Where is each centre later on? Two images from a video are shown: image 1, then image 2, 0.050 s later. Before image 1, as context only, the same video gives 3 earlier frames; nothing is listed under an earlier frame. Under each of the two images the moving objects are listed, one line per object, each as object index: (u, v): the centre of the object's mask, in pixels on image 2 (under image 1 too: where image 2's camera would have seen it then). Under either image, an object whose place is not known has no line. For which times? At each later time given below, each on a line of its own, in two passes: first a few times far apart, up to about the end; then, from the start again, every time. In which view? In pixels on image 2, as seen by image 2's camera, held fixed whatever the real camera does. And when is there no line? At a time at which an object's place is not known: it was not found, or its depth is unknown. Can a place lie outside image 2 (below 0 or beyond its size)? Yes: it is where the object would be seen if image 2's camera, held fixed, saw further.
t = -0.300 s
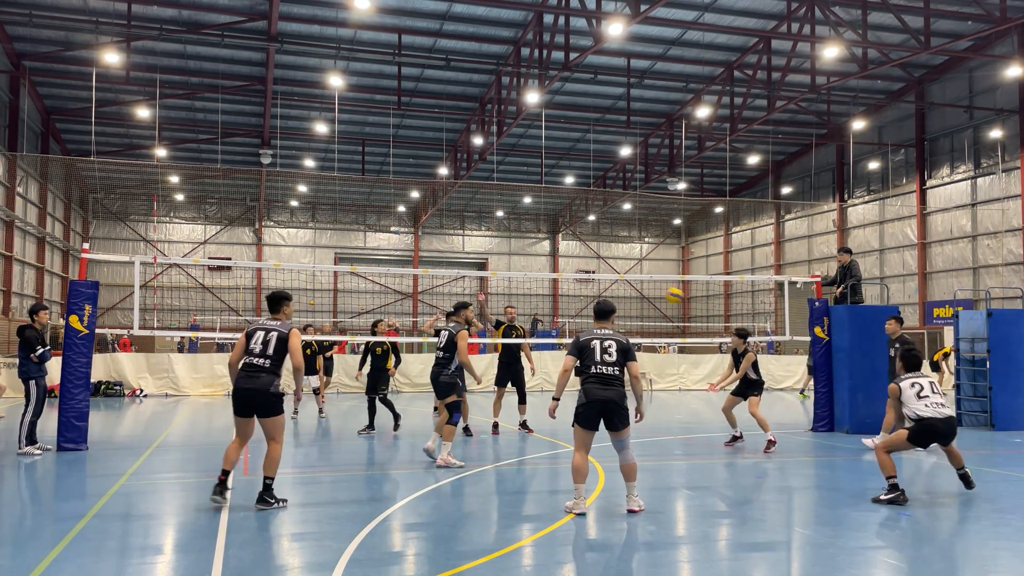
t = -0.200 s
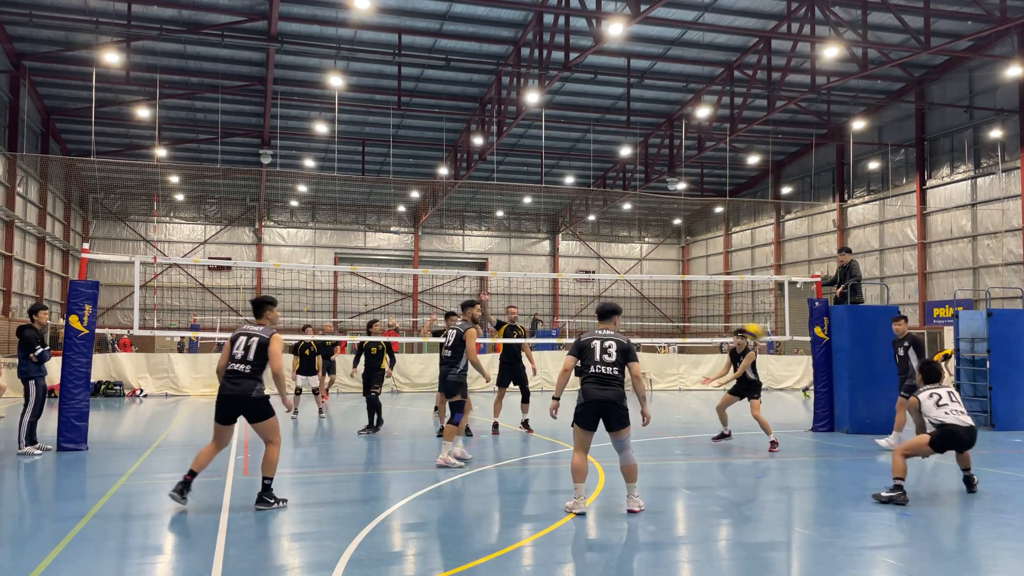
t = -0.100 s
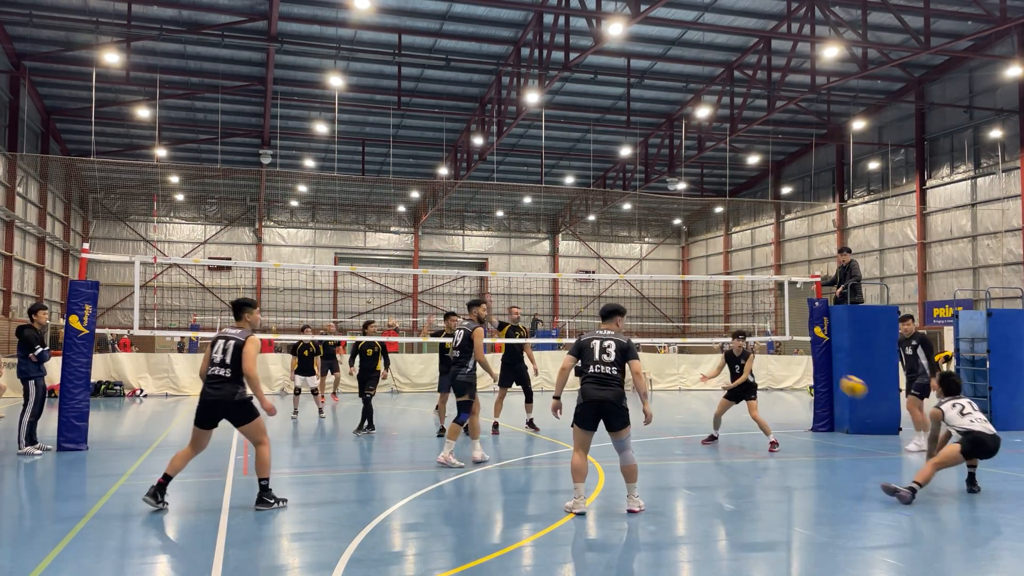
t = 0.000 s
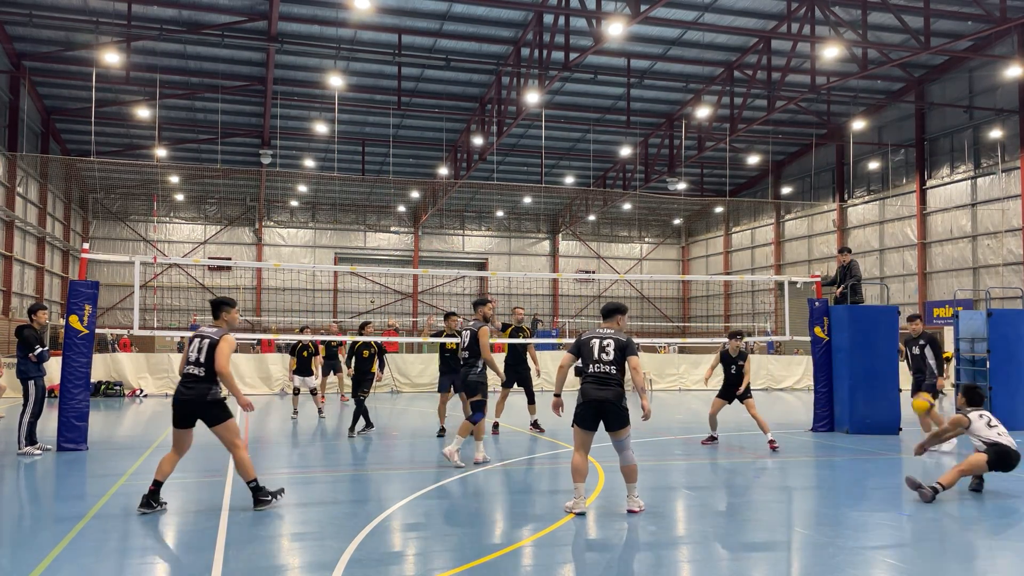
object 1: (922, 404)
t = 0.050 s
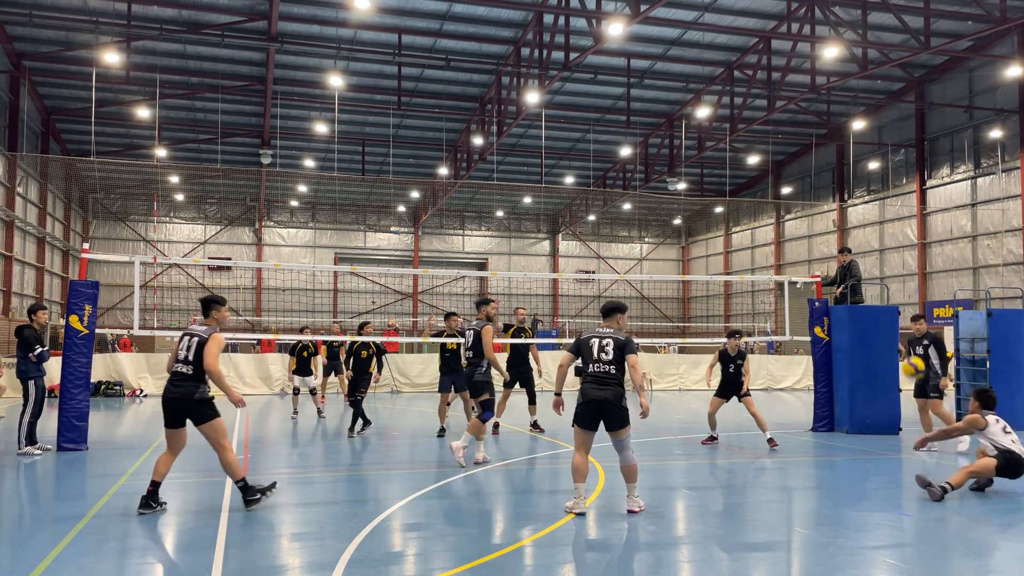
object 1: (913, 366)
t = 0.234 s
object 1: (882, 263)
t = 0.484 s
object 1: (851, 183)
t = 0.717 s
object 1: (827, 164)
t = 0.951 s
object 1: (807, 186)
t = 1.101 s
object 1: (794, 220)
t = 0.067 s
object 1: (910, 356)
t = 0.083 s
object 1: (906, 344)
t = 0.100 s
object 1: (904, 333)
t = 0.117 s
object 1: (900, 323)
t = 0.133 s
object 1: (898, 314)
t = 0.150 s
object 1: (895, 306)
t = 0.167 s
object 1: (892, 295)
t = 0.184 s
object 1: (890, 286)
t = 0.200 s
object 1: (886, 278)
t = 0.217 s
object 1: (885, 271)
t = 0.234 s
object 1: (882, 263)
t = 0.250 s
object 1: (880, 255)
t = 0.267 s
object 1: (878, 248)
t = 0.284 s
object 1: (876, 242)
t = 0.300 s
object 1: (873, 235)
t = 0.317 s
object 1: (871, 229)
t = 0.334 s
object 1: (869, 223)
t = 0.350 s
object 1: (866, 217)
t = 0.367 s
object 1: (864, 213)
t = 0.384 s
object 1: (862, 207)
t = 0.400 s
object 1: (860, 203)
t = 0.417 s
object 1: (859, 198)
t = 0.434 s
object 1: (856, 195)
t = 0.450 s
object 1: (855, 191)
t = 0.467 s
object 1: (853, 187)
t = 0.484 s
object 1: (851, 183)
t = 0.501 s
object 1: (849, 181)
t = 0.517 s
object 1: (847, 178)
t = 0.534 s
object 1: (845, 176)
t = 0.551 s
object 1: (844, 173)
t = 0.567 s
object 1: (842, 172)
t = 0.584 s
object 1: (840, 170)
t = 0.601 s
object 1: (839, 168)
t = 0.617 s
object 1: (837, 167)
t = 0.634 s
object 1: (835, 166)
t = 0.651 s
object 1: (834, 165)
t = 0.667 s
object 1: (832, 164)
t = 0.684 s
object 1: (830, 164)
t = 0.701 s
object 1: (829, 164)
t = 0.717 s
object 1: (827, 164)
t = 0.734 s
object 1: (826, 164)
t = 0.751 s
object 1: (824, 164)
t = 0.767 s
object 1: (823, 165)
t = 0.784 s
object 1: (821, 166)
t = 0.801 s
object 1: (820, 167)
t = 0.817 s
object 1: (818, 169)
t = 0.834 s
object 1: (817, 170)
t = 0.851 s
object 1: (815, 172)
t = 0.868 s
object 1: (814, 174)
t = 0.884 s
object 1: (813, 176)
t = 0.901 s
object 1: (811, 178)
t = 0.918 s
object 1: (810, 181)
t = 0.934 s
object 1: (808, 184)
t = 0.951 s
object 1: (807, 186)
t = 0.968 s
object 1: (806, 190)
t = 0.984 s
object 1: (804, 192)
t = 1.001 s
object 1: (803, 196)
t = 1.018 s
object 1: (801, 200)
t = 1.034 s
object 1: (800, 204)
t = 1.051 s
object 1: (799, 207)
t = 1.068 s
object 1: (797, 211)
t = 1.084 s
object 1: (797, 216)
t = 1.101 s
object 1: (794, 220)
